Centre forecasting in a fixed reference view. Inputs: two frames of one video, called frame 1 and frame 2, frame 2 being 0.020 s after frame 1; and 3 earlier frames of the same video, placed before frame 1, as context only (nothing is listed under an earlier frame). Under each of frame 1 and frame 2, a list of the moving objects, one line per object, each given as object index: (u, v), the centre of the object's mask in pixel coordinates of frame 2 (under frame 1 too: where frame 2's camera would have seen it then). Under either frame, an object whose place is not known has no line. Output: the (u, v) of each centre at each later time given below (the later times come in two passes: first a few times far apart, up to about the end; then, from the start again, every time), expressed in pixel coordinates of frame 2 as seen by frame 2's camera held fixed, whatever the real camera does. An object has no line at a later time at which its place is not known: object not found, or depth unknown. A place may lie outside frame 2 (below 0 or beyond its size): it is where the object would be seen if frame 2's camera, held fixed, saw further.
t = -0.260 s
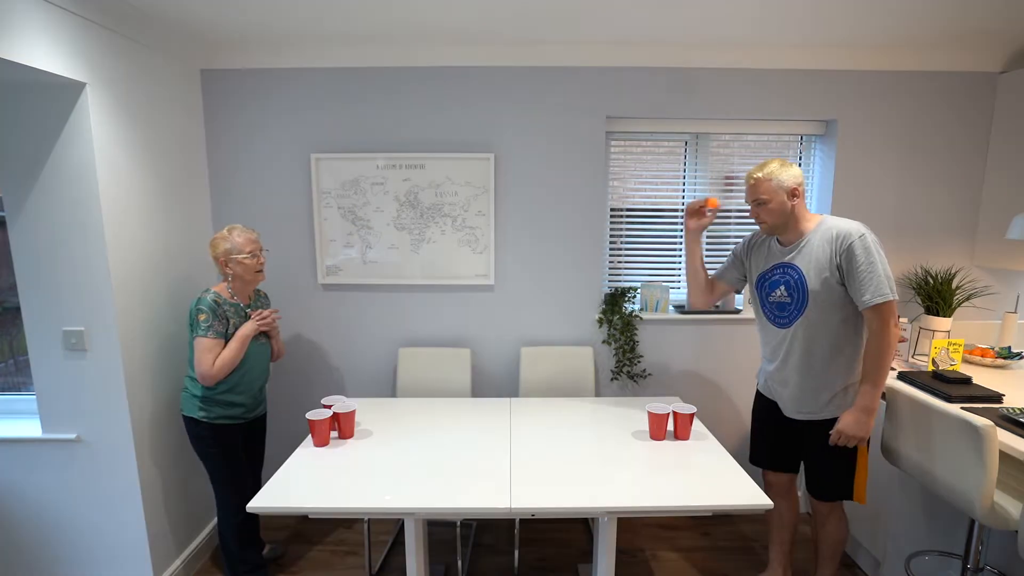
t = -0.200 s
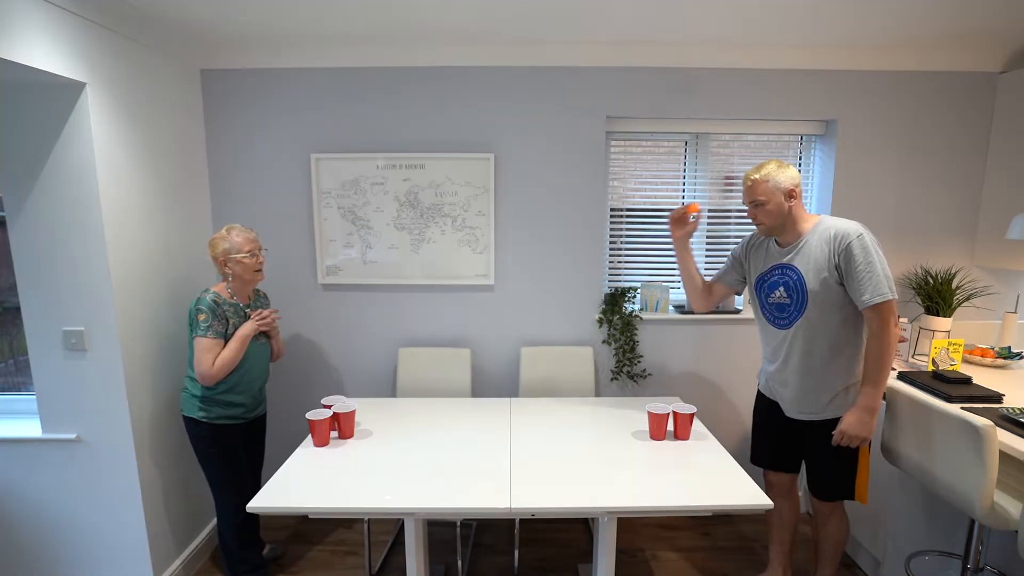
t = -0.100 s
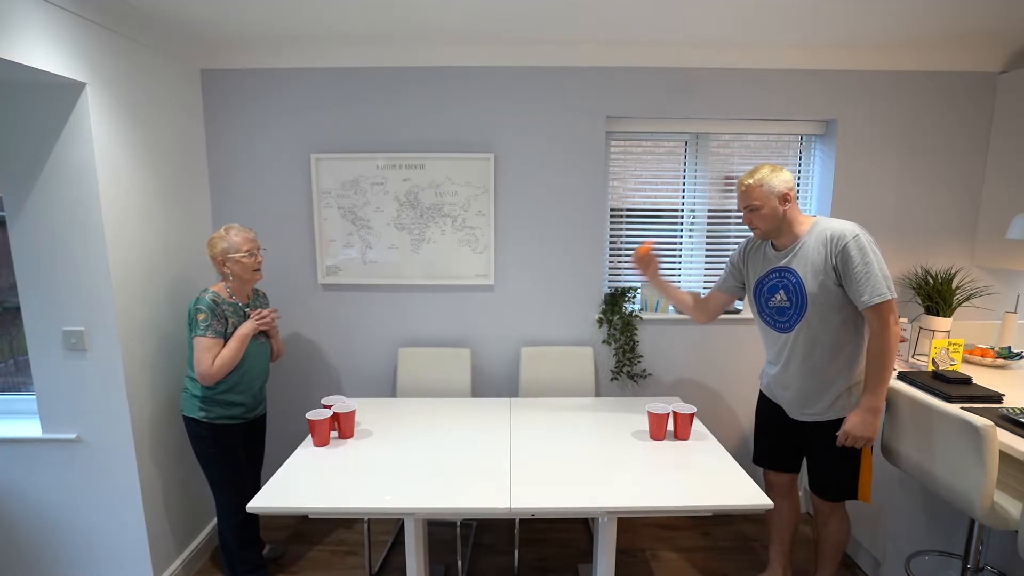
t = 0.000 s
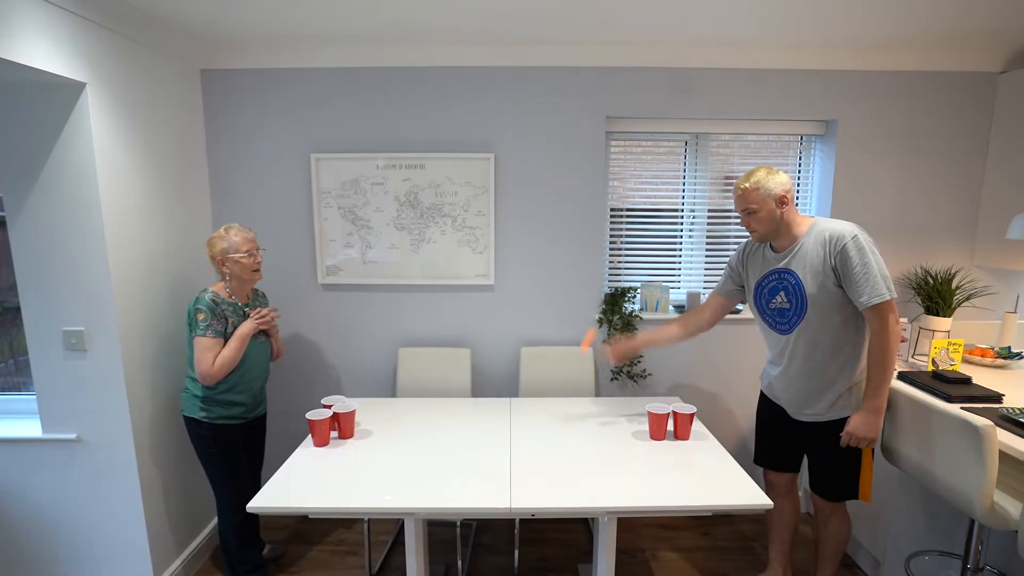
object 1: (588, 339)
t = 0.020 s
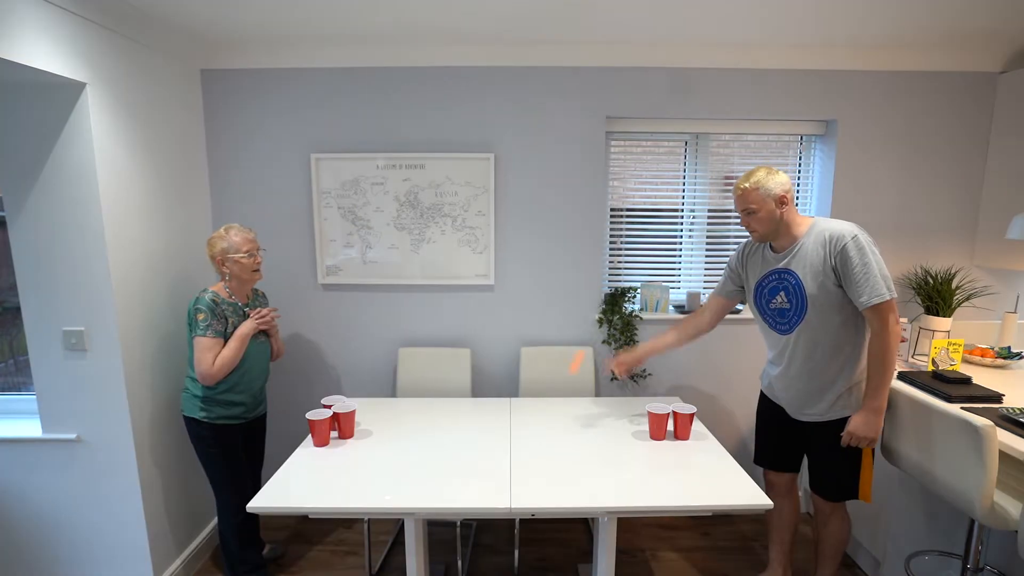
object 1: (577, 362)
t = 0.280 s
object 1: (485, 270)
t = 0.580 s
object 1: (391, 223)
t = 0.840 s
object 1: (326, 372)
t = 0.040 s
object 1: (565, 384)
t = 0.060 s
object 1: (555, 405)
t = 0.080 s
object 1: (544, 426)
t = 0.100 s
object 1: (538, 413)
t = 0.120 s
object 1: (532, 390)
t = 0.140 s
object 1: (526, 373)
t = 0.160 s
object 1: (520, 355)
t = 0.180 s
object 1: (515, 339)
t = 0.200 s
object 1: (509, 323)
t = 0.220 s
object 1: (503, 309)
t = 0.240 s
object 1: (497, 294)
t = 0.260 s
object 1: (491, 282)
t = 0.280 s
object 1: (485, 270)
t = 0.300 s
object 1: (479, 259)
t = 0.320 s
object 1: (472, 248)
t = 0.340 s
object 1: (466, 241)
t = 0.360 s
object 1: (459, 233)
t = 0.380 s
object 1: (453, 227)
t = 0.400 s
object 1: (447, 222)
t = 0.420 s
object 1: (441, 217)
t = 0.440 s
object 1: (435, 214)
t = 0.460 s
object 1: (428, 212)
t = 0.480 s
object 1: (421, 211)
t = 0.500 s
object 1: (416, 211)
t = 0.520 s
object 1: (409, 212)
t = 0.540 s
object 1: (403, 215)
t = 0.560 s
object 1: (397, 218)
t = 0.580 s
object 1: (391, 223)
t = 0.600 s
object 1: (385, 229)
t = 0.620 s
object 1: (380, 235)
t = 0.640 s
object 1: (373, 242)
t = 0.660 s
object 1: (368, 251)
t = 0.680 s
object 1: (362, 261)
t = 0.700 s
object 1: (357, 272)
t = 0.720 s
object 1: (352, 284)
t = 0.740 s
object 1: (347, 296)
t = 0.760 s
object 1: (343, 309)
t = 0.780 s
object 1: (338, 324)
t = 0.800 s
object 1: (334, 339)
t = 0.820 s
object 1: (330, 355)
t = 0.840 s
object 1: (326, 372)
